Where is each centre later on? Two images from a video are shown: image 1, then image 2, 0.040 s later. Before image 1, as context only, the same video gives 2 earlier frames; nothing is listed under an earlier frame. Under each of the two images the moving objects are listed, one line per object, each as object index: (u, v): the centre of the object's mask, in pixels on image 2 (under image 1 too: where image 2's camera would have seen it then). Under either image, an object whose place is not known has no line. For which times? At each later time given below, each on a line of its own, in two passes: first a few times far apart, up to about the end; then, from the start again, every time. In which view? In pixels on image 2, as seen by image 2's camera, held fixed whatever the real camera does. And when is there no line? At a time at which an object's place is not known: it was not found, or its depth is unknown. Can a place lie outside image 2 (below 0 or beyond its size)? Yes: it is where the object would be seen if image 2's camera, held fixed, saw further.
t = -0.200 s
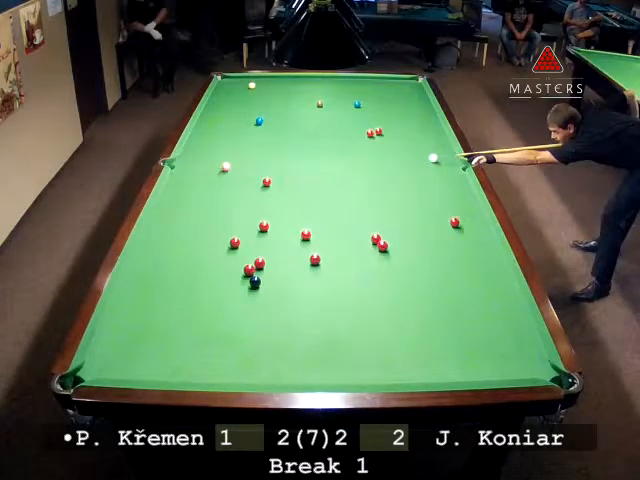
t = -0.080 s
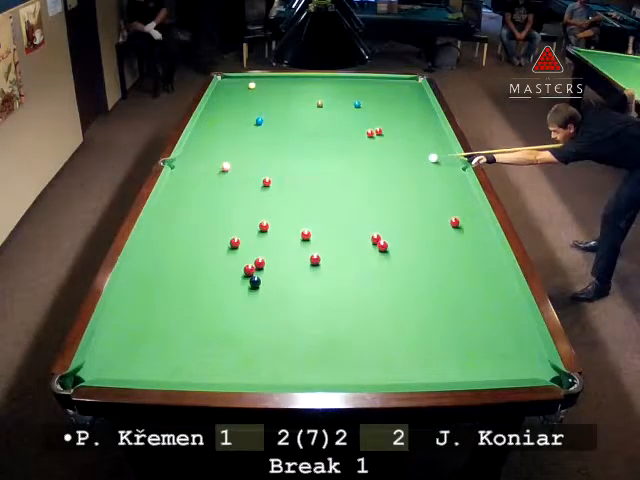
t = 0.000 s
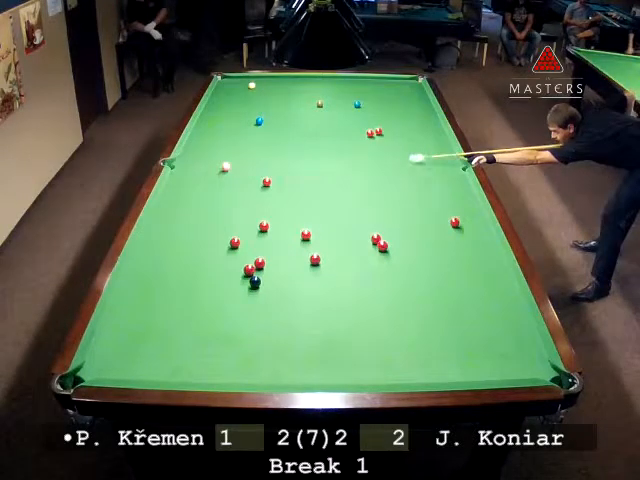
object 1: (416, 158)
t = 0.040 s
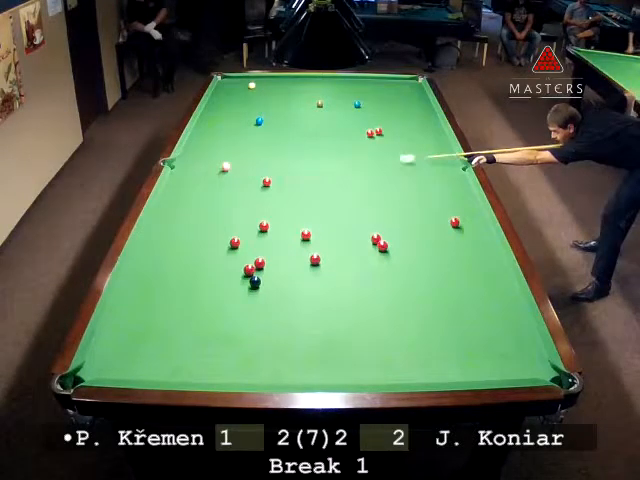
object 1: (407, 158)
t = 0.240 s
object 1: (358, 160)
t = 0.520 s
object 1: (286, 164)
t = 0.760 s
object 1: (232, 168)
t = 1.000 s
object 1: (216, 175)
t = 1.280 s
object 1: (195, 182)
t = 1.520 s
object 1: (177, 189)
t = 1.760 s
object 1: (166, 194)
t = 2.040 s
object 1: (173, 199)
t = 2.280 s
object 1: (179, 203)
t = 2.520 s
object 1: (184, 206)
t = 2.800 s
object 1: (190, 209)
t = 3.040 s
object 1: (194, 212)
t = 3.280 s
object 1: (198, 214)
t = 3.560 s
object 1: (201, 215)
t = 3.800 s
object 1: (203, 217)
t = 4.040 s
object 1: (205, 217)
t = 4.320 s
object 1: (206, 218)
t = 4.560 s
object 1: (206, 218)
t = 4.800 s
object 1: (206, 218)
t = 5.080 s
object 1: (206, 218)
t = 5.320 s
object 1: (206, 218)
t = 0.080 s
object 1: (397, 159)
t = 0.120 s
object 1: (387, 159)
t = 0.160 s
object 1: (376, 160)
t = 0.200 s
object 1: (367, 160)
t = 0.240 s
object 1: (358, 160)
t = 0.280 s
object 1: (347, 161)
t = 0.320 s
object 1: (337, 162)
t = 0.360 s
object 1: (327, 162)
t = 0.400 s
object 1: (316, 163)
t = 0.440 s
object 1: (306, 163)
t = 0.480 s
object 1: (296, 164)
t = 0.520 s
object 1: (286, 164)
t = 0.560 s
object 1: (275, 165)
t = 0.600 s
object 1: (265, 165)
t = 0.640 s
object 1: (256, 166)
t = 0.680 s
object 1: (246, 166)
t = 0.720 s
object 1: (237, 167)
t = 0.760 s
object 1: (232, 168)
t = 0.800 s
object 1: (230, 169)
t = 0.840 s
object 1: (228, 171)
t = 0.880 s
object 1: (225, 171)
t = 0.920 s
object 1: (222, 173)
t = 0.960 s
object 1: (218, 174)
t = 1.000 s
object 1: (216, 175)
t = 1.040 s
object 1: (212, 176)
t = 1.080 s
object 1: (209, 177)
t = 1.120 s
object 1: (206, 178)
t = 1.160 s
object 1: (203, 179)
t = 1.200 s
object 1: (201, 180)
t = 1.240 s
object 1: (197, 181)
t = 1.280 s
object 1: (195, 182)
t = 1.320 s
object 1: (191, 184)
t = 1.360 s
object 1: (189, 184)
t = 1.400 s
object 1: (185, 186)
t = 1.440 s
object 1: (183, 187)
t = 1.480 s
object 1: (180, 187)
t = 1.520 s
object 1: (177, 189)
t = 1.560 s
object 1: (174, 190)
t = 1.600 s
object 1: (171, 191)
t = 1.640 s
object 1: (168, 192)
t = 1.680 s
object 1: (166, 193)
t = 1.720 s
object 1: (165, 193)
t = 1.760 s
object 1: (166, 194)
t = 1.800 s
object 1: (166, 194)
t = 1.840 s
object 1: (168, 196)
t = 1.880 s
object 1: (169, 196)
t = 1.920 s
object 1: (170, 197)
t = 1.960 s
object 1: (171, 198)
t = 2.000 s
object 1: (172, 198)
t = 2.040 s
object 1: (173, 199)
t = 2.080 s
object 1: (174, 199)
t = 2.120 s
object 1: (175, 200)
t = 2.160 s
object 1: (176, 201)
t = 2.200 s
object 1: (177, 201)
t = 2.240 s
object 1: (178, 202)
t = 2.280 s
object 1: (179, 203)
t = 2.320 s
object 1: (180, 203)
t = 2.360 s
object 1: (181, 203)
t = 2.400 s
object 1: (182, 204)
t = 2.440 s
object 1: (183, 205)
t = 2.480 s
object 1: (184, 205)
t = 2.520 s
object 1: (184, 206)
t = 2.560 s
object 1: (185, 206)
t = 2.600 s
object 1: (186, 207)
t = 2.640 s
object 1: (186, 207)
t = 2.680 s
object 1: (188, 208)
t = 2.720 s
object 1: (188, 209)
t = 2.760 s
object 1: (189, 209)
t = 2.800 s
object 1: (190, 209)
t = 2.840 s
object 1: (191, 209)
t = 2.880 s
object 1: (192, 210)
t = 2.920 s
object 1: (192, 210)
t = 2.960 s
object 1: (193, 211)
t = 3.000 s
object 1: (193, 211)
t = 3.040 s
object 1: (194, 212)
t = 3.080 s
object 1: (194, 211)
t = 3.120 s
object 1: (196, 212)
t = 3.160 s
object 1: (196, 212)
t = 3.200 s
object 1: (197, 213)
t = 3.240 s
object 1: (197, 213)
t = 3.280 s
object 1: (198, 214)
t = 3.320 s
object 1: (198, 214)
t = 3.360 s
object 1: (199, 214)
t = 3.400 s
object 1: (200, 215)
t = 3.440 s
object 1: (200, 215)
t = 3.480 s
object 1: (201, 215)
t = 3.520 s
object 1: (201, 215)
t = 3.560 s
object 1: (201, 215)
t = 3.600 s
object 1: (202, 216)
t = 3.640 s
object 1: (202, 216)
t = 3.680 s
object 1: (202, 216)
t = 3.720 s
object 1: (202, 216)
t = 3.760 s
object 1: (203, 217)
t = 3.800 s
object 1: (203, 217)
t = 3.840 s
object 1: (204, 217)
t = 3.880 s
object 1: (204, 217)
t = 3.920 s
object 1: (204, 217)
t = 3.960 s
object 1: (204, 217)
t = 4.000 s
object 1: (205, 217)
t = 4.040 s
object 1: (205, 217)
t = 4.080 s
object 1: (205, 217)
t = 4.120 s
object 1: (205, 217)
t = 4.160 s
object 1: (205, 217)
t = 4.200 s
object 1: (205, 218)
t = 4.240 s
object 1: (205, 217)
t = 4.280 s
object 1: (206, 218)
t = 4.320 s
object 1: (206, 218)
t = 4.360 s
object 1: (206, 218)
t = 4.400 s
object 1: (206, 218)
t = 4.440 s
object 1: (206, 218)
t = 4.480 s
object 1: (206, 218)
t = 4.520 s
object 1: (206, 218)
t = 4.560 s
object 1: (206, 218)
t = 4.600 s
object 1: (206, 218)
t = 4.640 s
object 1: (206, 218)
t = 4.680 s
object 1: (206, 218)
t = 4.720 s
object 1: (206, 218)
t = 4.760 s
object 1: (206, 218)
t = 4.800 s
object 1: (206, 218)
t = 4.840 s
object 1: (206, 218)
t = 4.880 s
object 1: (206, 218)
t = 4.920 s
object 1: (206, 218)
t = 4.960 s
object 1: (206, 218)
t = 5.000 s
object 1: (206, 218)
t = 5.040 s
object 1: (206, 218)
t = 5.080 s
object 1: (206, 218)
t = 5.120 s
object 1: (206, 218)
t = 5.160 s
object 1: (206, 218)
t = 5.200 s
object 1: (206, 218)
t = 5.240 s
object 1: (206, 218)
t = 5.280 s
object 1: (206, 218)
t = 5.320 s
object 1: (206, 218)
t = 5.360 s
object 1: (206, 218)
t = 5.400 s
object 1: (206, 218)
